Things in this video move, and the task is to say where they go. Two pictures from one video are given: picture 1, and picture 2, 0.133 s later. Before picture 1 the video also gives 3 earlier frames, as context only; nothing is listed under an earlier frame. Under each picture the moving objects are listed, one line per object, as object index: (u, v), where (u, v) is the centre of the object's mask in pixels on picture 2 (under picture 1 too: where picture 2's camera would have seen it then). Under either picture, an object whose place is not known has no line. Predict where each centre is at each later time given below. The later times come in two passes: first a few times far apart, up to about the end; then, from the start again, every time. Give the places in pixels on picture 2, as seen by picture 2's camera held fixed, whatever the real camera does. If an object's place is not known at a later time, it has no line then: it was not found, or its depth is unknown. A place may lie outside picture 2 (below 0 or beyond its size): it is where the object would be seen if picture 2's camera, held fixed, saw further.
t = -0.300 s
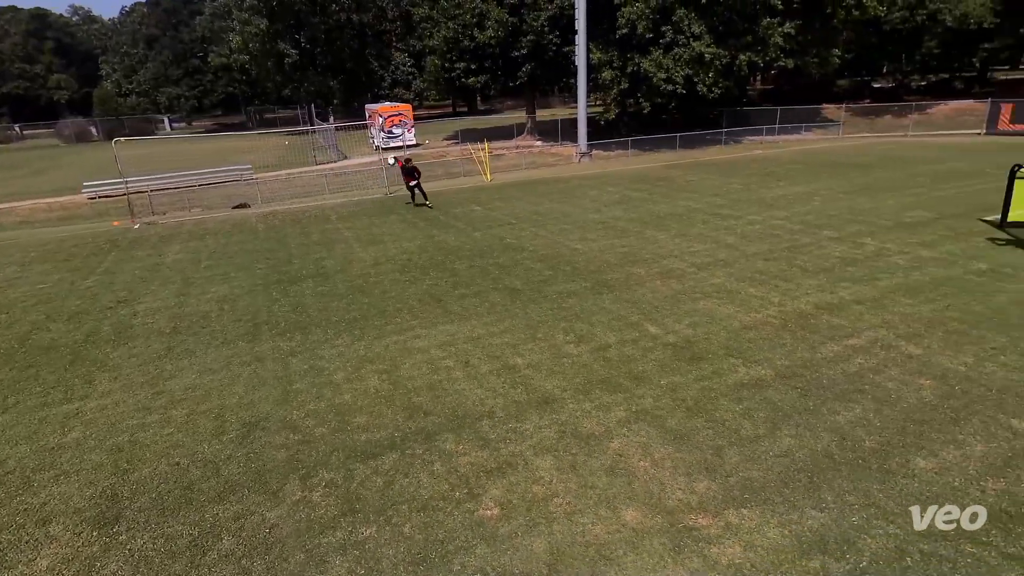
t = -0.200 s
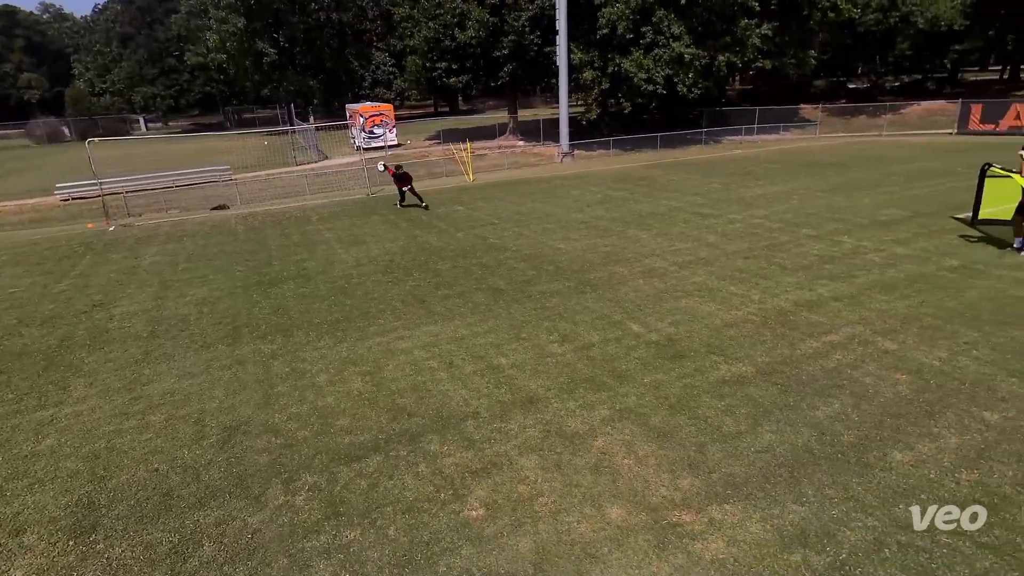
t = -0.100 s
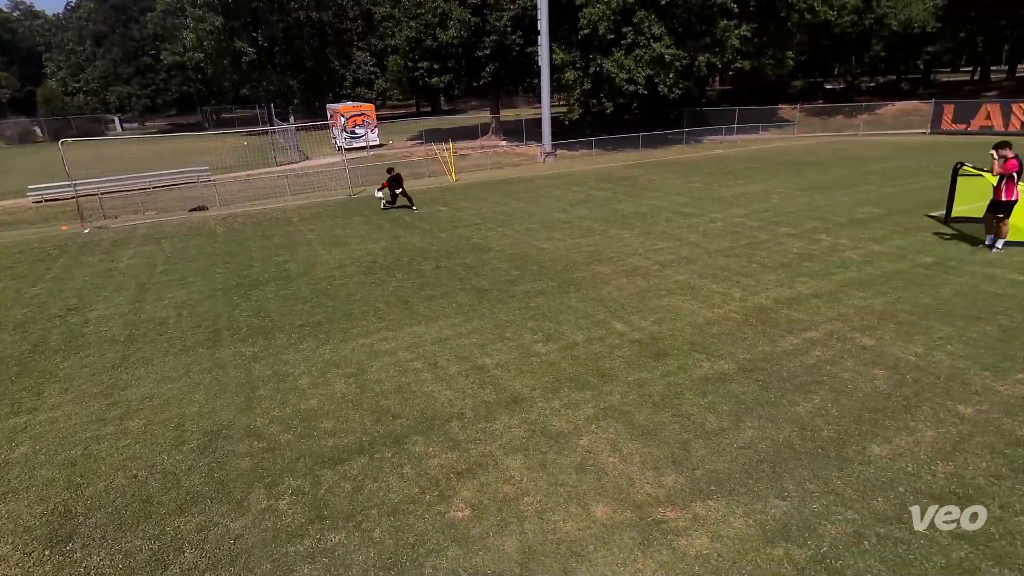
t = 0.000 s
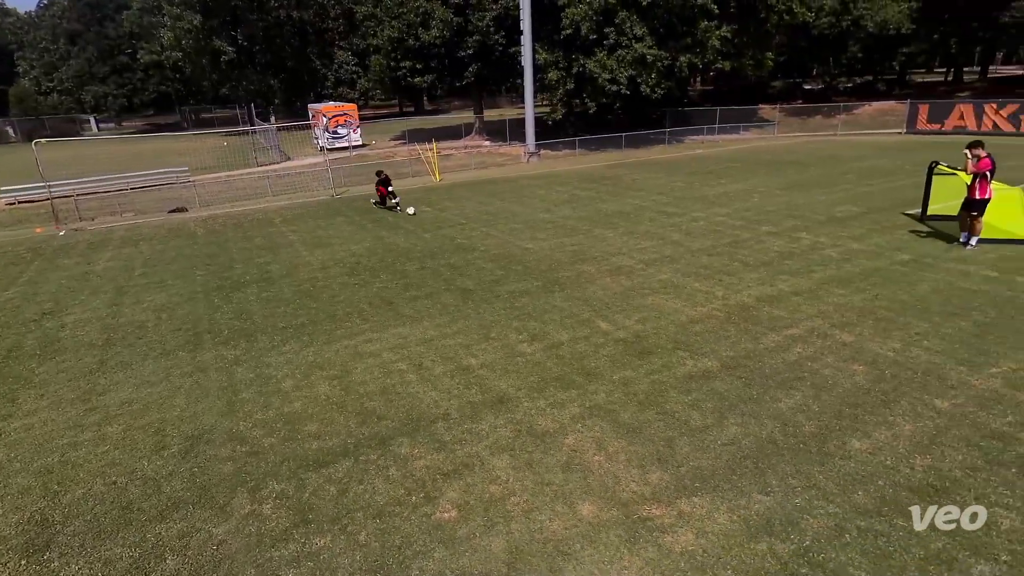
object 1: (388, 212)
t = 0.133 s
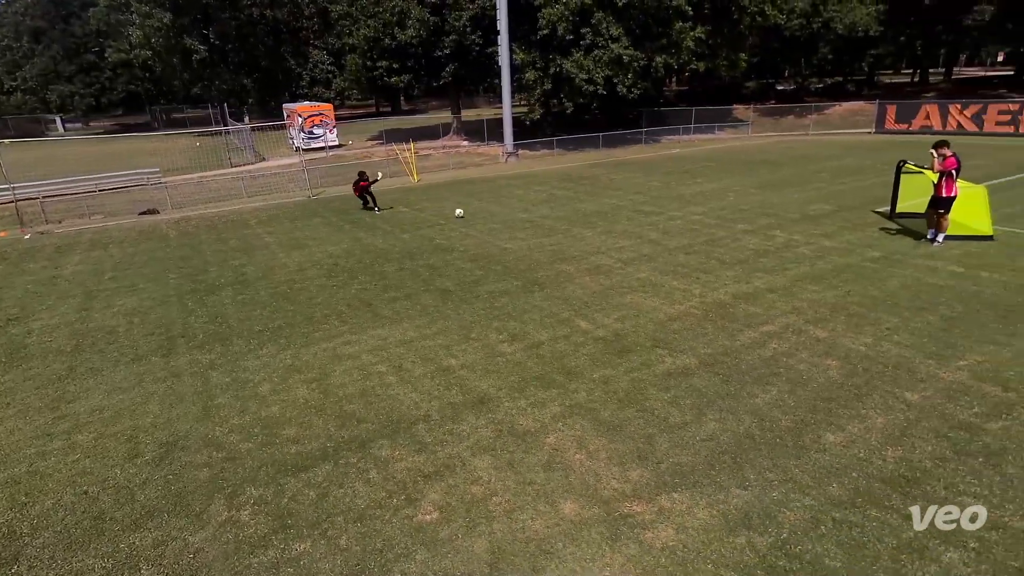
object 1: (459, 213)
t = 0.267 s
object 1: (529, 216)
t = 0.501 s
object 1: (650, 219)
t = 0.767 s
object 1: (780, 223)
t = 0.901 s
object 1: (844, 225)
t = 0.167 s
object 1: (476, 213)
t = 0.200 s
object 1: (495, 214)
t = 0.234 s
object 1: (511, 214)
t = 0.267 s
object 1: (529, 216)
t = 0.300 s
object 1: (547, 216)
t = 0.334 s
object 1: (564, 217)
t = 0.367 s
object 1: (582, 217)
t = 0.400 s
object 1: (599, 218)
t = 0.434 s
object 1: (616, 219)
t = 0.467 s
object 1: (634, 219)
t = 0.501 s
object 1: (650, 219)
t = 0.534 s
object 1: (666, 220)
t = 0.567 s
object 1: (683, 220)
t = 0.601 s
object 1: (699, 220)
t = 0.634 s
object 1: (716, 221)
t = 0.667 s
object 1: (732, 222)
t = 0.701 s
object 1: (748, 222)
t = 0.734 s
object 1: (764, 222)
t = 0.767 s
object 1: (780, 223)
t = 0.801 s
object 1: (796, 224)
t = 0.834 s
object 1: (812, 224)
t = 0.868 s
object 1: (828, 225)
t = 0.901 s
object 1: (844, 225)
